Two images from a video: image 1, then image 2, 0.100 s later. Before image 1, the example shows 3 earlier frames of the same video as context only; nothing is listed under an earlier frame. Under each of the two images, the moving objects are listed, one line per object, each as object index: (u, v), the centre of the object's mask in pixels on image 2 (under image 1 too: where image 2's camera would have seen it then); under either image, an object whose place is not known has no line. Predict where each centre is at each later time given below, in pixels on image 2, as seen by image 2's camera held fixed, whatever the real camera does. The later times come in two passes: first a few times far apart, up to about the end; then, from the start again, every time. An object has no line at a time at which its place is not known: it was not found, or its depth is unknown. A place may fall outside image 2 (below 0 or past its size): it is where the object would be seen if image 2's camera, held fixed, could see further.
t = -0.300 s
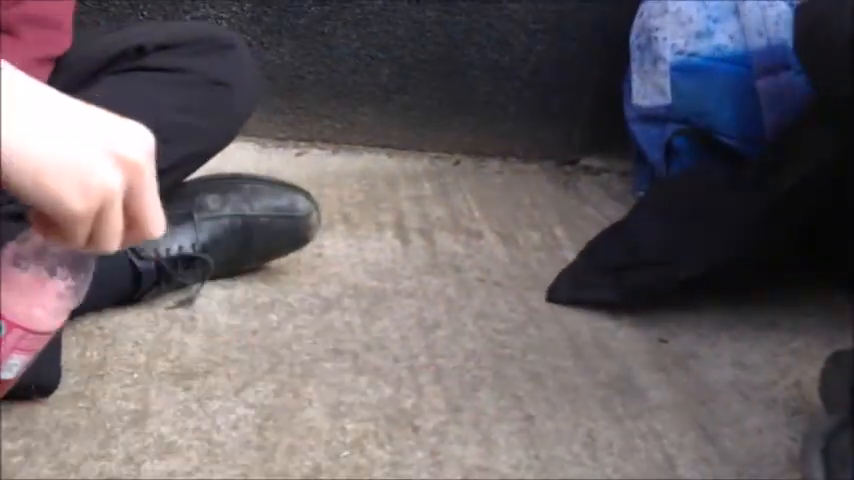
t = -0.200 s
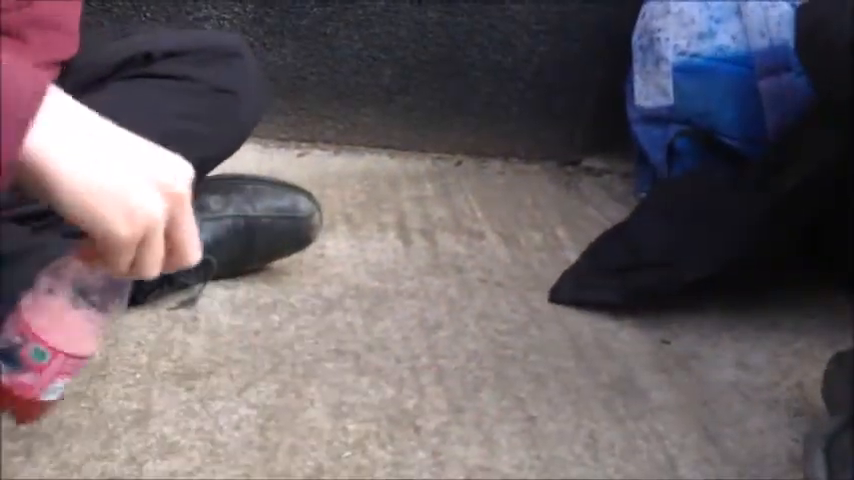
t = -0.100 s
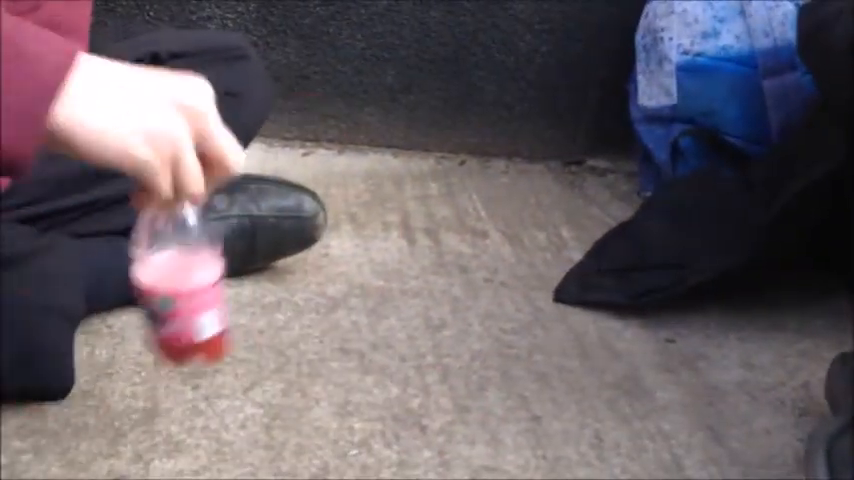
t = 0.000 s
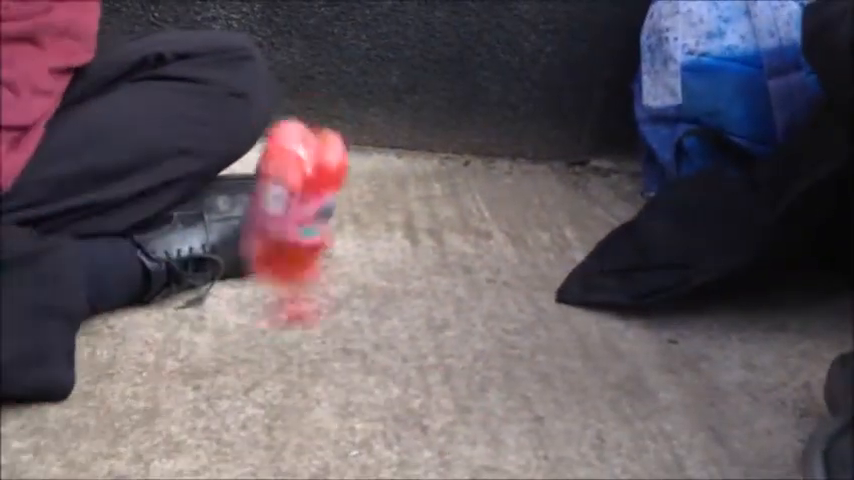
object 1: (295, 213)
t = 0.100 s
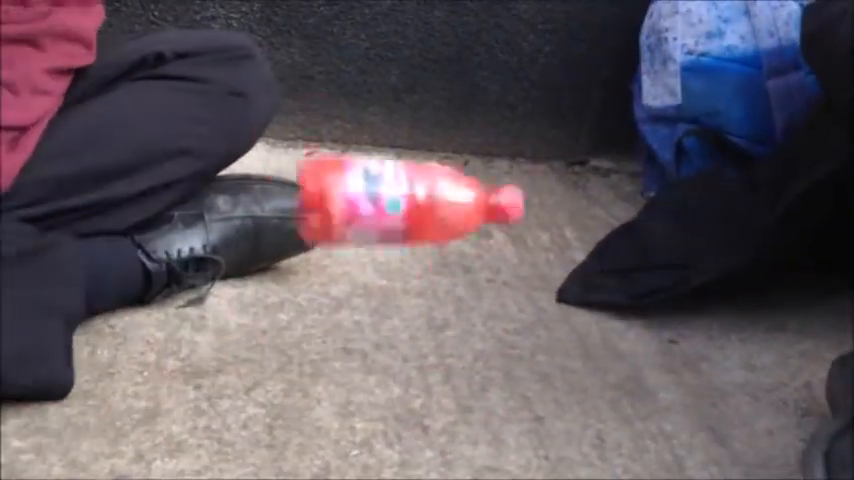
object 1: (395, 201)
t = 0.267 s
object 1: (471, 357)
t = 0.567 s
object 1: (462, 364)
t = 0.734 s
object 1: (457, 365)
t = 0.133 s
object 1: (424, 227)
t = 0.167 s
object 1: (447, 266)
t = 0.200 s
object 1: (462, 317)
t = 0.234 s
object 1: (468, 354)
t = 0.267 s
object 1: (471, 357)
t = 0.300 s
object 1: (475, 355)
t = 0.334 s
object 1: (477, 353)
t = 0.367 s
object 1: (478, 349)
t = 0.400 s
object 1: (475, 346)
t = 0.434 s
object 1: (471, 345)
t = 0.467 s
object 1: (467, 354)
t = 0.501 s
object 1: (464, 367)
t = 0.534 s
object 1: (464, 364)
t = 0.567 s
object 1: (462, 364)
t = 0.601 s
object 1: (460, 365)
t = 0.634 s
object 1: (458, 364)
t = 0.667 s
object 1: (457, 364)
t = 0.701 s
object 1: (457, 364)
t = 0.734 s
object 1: (457, 365)
